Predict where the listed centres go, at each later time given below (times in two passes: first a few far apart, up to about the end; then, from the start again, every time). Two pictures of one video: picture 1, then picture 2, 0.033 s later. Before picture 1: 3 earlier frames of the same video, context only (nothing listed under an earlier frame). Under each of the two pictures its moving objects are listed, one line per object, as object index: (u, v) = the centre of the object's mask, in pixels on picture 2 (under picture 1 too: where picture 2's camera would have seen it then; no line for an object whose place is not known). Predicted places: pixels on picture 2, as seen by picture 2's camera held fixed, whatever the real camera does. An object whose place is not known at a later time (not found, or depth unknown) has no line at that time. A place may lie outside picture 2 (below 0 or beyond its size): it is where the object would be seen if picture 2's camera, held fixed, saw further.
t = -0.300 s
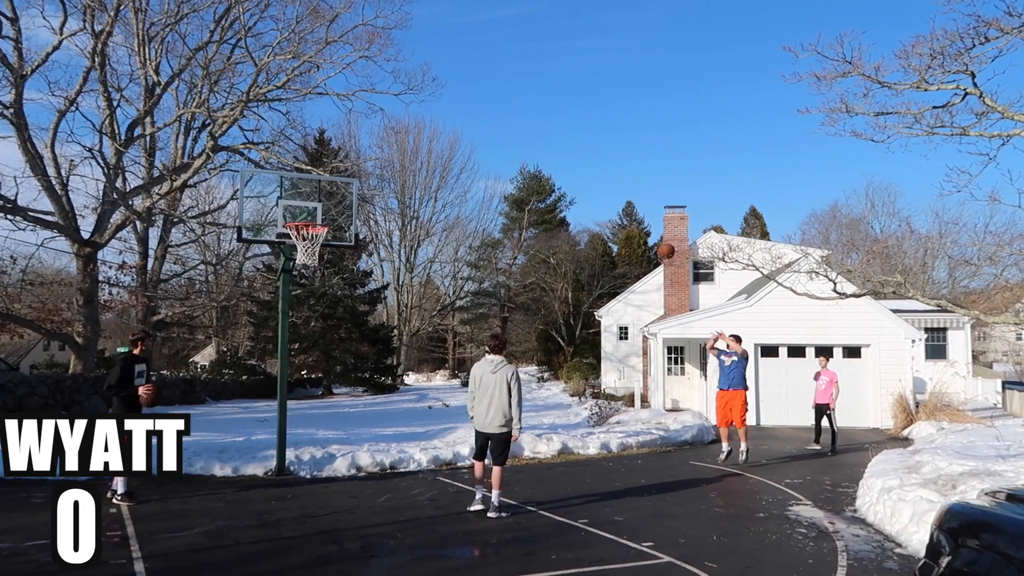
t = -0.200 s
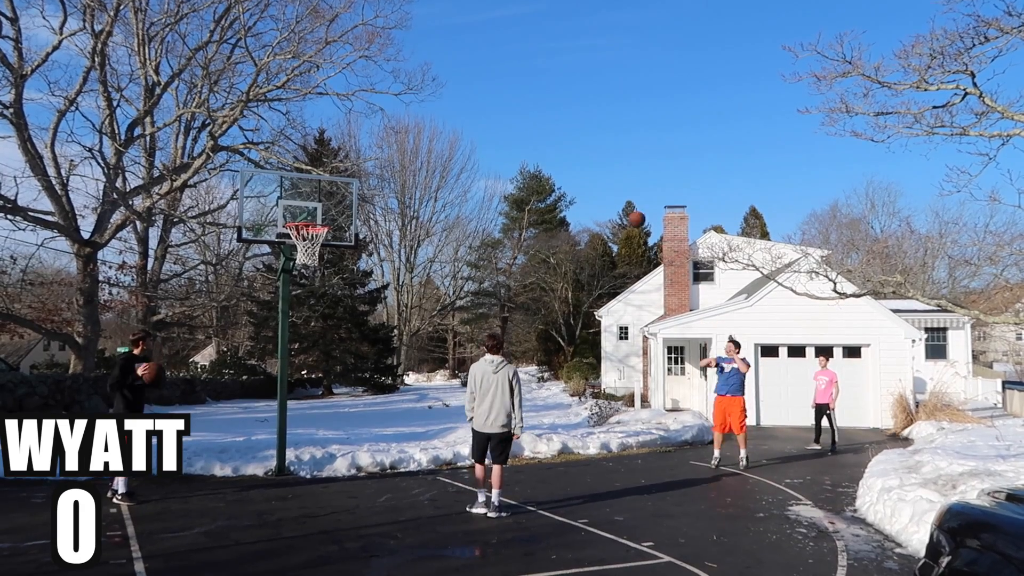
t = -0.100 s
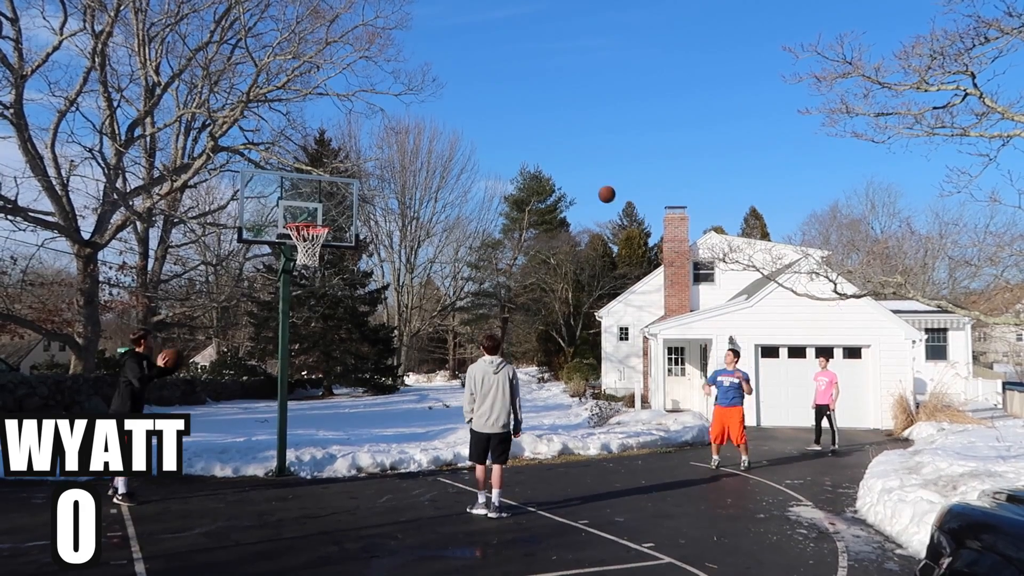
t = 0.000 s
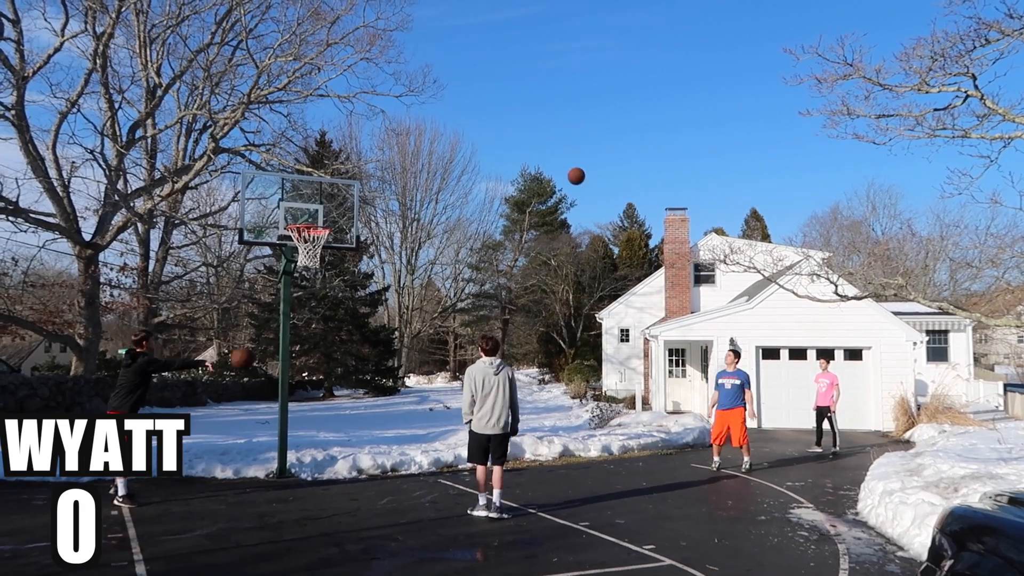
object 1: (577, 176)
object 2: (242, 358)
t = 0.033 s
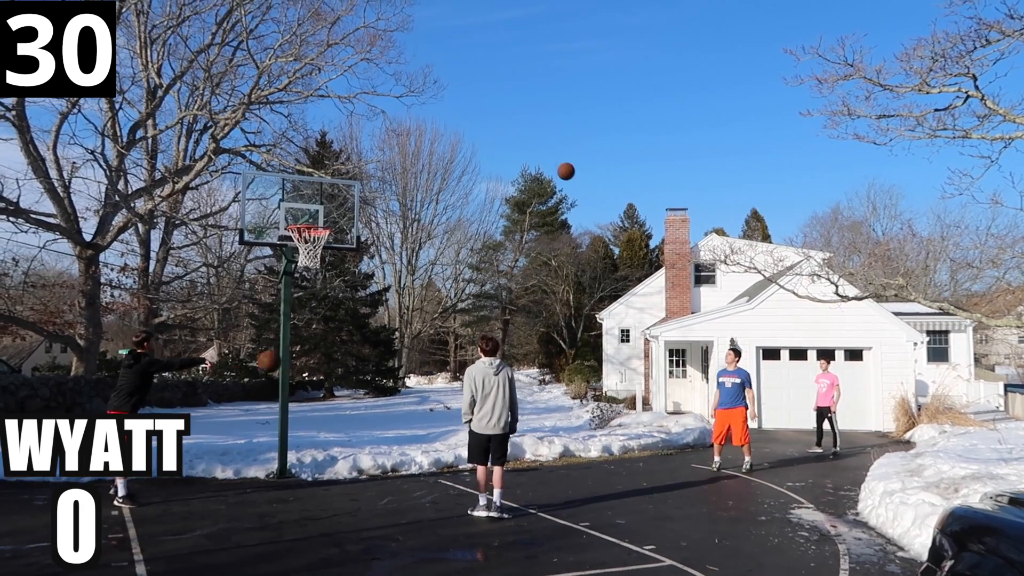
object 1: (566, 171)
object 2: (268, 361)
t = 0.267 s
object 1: (487, 157)
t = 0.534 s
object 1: (387, 192)
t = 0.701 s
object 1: (351, 236)
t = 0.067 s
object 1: (555, 167)
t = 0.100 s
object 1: (544, 163)
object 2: (318, 368)
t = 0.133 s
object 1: (533, 160)
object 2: (342, 375)
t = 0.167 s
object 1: (522, 158)
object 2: (365, 382)
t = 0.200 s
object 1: (511, 157)
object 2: (389, 389)
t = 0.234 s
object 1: (499, 156)
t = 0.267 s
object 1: (487, 157)
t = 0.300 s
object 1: (476, 158)
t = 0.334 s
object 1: (464, 160)
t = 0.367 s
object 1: (451, 163)
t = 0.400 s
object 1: (439, 167)
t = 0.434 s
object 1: (427, 172)
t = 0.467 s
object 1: (413, 177)
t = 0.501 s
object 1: (400, 184)
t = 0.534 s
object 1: (387, 192)
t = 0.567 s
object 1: (374, 201)
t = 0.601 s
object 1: (360, 211)
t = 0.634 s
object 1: (346, 222)
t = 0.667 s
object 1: (340, 231)
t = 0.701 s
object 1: (351, 236)
